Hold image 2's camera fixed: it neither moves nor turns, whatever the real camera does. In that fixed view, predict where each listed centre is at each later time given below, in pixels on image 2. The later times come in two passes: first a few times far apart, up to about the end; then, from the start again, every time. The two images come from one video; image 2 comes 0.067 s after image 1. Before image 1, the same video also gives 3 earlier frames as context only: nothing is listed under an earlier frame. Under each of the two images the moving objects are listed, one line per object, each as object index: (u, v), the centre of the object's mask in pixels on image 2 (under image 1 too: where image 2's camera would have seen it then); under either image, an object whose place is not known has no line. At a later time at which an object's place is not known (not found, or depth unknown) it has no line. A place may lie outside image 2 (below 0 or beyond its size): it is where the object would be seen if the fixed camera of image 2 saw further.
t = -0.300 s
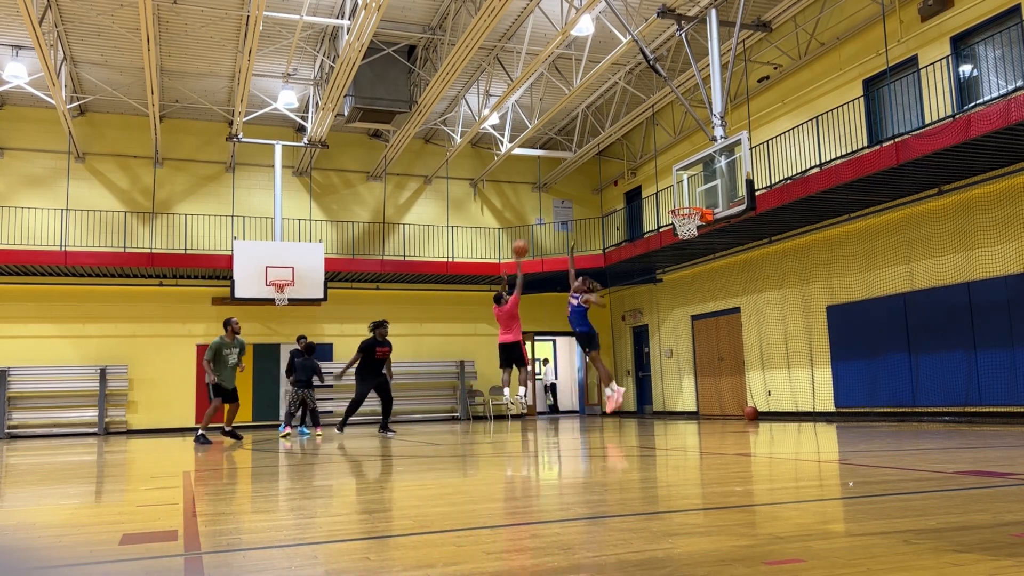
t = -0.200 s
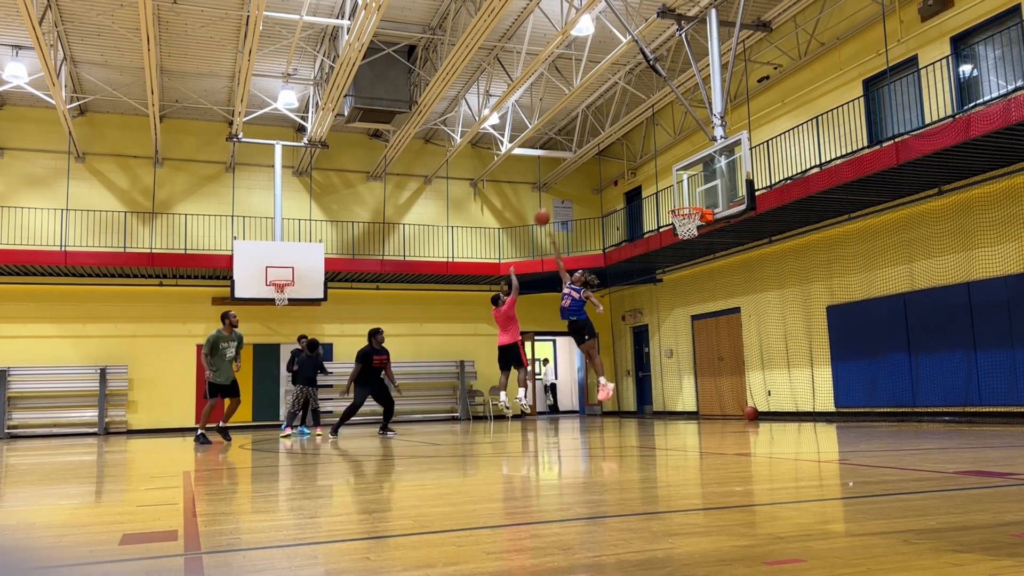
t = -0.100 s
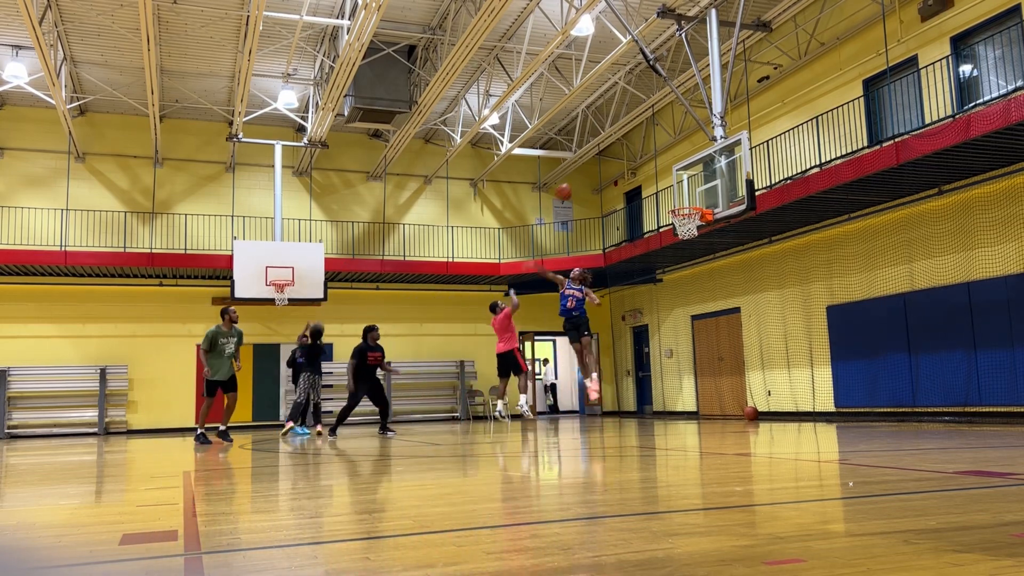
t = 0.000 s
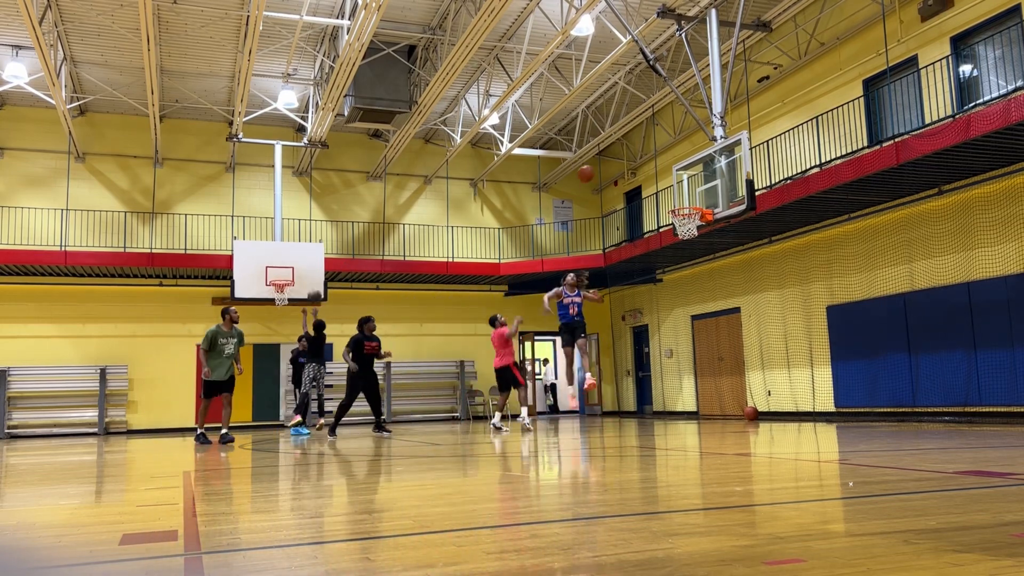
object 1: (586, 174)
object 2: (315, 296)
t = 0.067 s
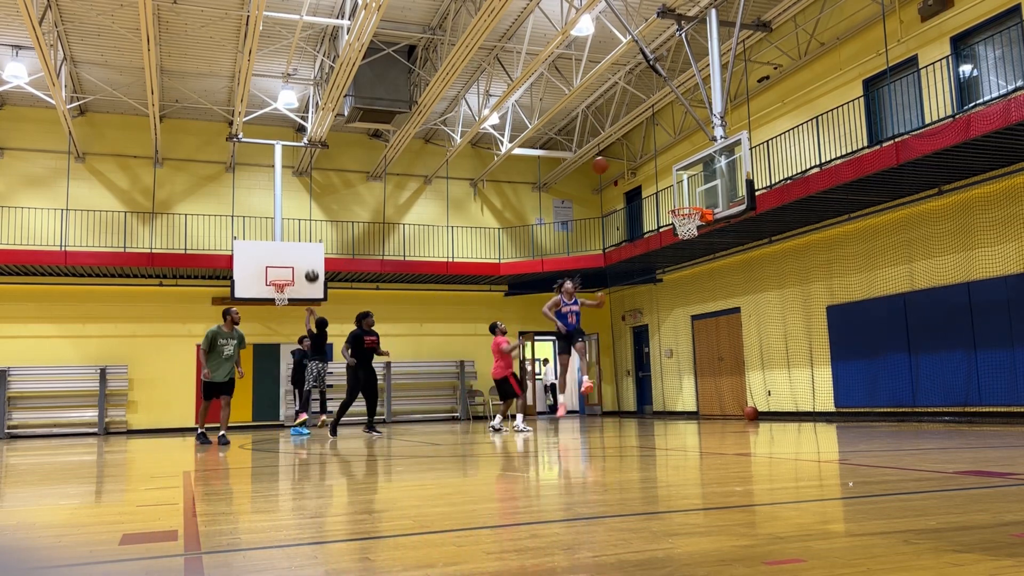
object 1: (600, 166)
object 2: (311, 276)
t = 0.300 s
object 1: (652, 159)
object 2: (302, 230)
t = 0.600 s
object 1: (700, 197)
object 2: (290, 216)
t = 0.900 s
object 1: (642, 193)
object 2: (280, 246)
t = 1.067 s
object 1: (609, 213)
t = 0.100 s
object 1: (607, 162)
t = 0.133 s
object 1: (615, 160)
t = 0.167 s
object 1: (622, 158)
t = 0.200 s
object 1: (630, 157)
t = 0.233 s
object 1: (636, 157)
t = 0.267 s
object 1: (645, 157)
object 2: (303, 234)
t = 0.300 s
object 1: (652, 159)
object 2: (302, 230)
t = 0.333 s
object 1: (660, 160)
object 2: (300, 226)
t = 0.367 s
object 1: (666, 163)
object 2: (299, 223)
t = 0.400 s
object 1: (674, 166)
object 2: (297, 220)
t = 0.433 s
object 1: (681, 170)
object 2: (296, 218)
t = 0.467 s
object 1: (690, 175)
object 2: (295, 217)
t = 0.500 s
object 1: (698, 180)
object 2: (294, 216)
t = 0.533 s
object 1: (706, 187)
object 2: (293, 215)
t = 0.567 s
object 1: (705, 192)
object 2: (292, 216)
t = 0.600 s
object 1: (700, 197)
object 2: (290, 216)
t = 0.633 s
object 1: (696, 199)
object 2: (289, 218)
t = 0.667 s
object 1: (689, 196)
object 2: (288, 219)
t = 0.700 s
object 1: (682, 194)
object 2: (287, 222)
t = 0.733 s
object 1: (675, 192)
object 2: (286, 224)
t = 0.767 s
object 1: (668, 190)
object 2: (284, 228)
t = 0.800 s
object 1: (662, 190)
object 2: (283, 232)
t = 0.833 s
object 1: (655, 190)
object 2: (282, 236)
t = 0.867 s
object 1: (648, 191)
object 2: (281, 241)
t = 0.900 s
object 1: (642, 193)
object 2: (280, 246)
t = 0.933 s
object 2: (279, 251)
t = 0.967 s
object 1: (629, 198)
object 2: (278, 257)
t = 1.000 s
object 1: (623, 203)
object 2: (277, 264)
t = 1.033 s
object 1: (616, 207)
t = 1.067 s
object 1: (609, 213)
